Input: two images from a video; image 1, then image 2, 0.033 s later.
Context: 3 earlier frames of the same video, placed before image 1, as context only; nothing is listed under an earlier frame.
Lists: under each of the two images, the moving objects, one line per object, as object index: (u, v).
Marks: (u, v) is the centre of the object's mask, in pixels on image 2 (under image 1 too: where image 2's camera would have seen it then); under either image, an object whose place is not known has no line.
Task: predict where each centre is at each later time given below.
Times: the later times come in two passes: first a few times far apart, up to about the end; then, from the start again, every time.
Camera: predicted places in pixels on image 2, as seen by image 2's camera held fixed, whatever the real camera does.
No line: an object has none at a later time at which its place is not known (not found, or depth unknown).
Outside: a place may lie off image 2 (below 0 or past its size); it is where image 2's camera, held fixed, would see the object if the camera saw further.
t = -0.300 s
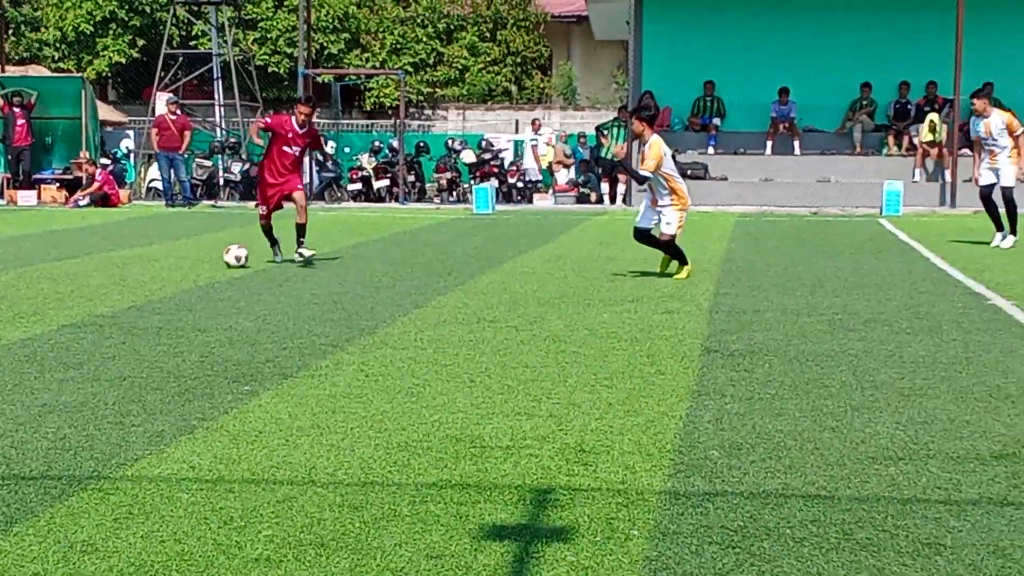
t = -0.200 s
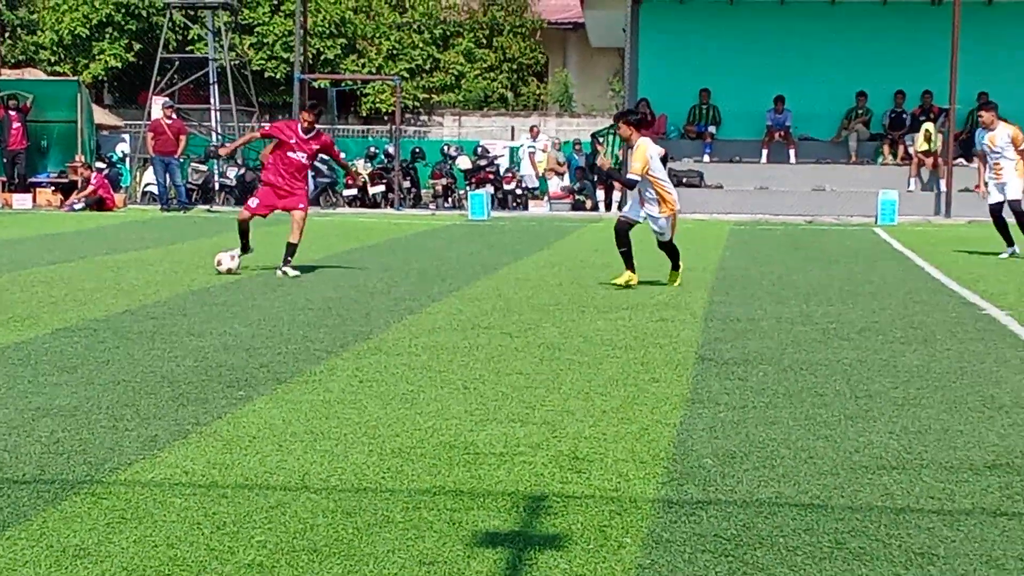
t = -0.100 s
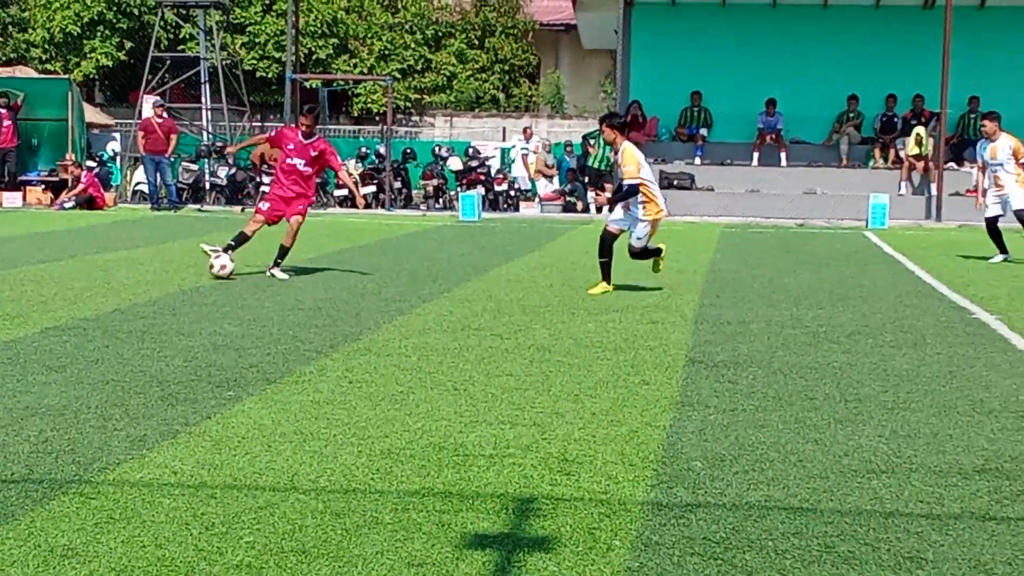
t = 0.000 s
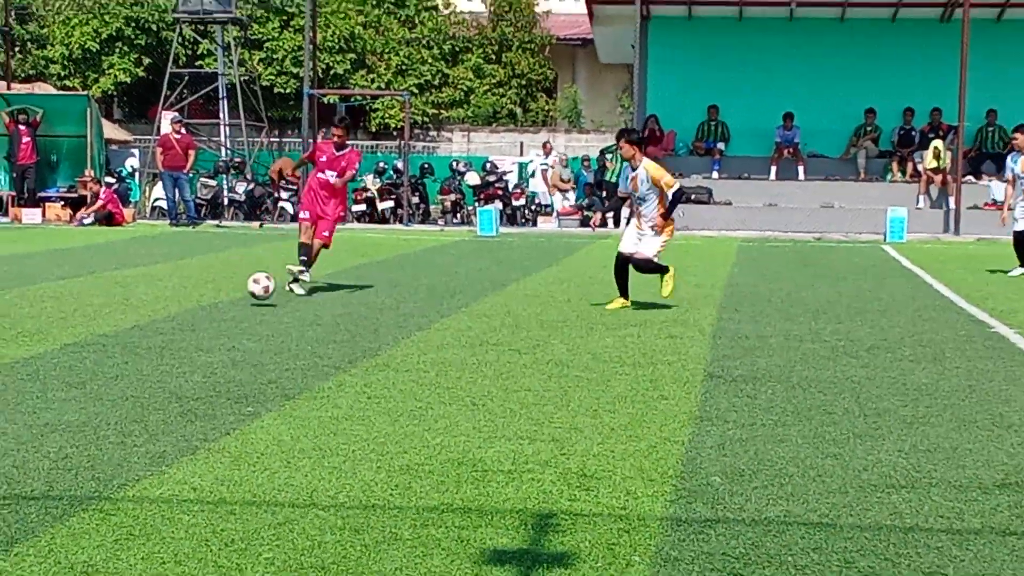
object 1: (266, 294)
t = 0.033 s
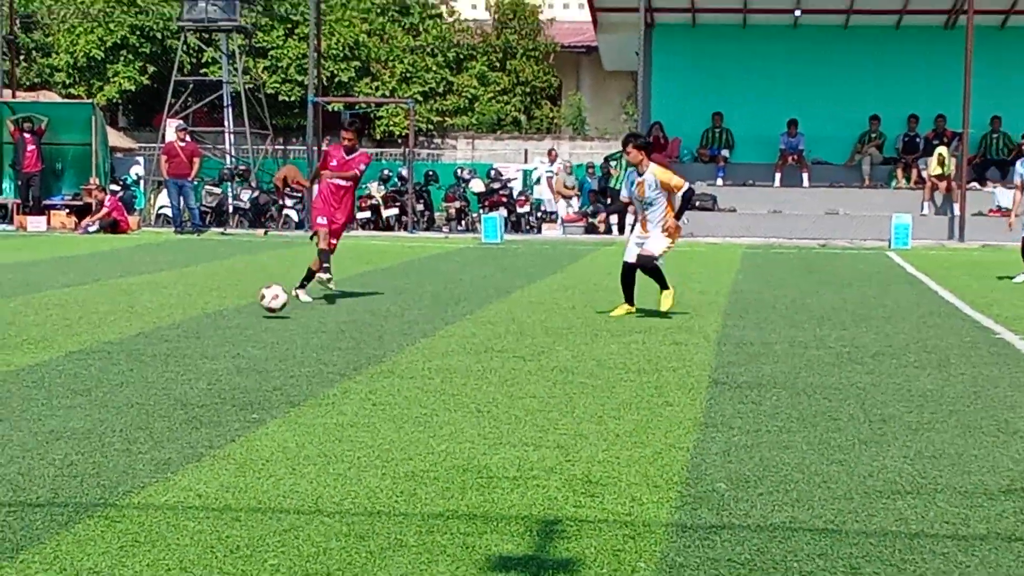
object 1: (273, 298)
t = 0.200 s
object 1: (314, 318)
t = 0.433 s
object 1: (379, 348)
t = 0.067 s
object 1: (281, 306)
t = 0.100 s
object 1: (289, 314)
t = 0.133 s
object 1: (297, 315)
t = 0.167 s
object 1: (306, 316)
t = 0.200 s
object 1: (314, 318)
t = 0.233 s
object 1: (324, 322)
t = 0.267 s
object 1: (333, 329)
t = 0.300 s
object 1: (342, 338)
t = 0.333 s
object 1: (351, 342)
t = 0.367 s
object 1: (360, 342)
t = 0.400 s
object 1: (370, 344)
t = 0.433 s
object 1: (379, 348)
